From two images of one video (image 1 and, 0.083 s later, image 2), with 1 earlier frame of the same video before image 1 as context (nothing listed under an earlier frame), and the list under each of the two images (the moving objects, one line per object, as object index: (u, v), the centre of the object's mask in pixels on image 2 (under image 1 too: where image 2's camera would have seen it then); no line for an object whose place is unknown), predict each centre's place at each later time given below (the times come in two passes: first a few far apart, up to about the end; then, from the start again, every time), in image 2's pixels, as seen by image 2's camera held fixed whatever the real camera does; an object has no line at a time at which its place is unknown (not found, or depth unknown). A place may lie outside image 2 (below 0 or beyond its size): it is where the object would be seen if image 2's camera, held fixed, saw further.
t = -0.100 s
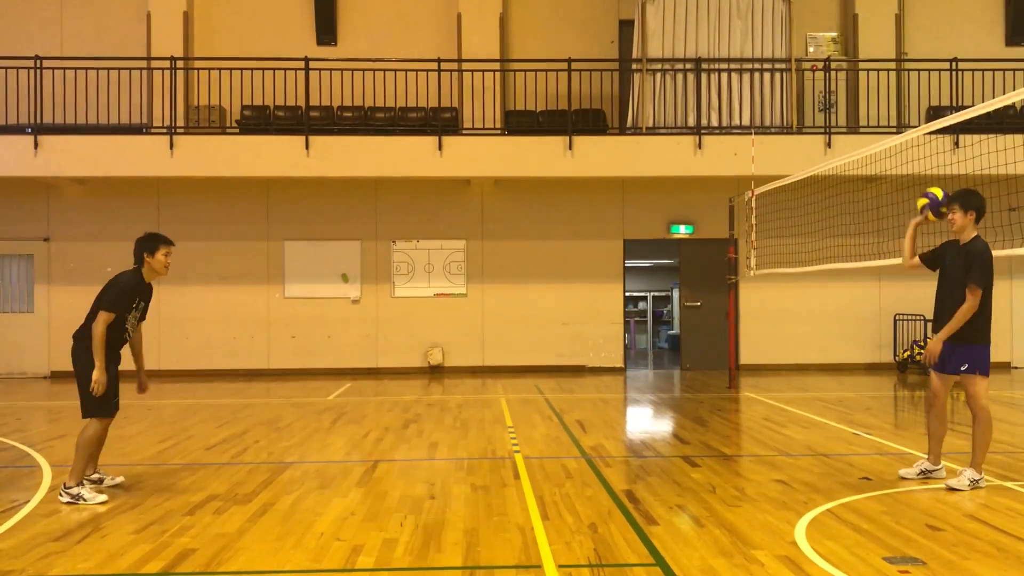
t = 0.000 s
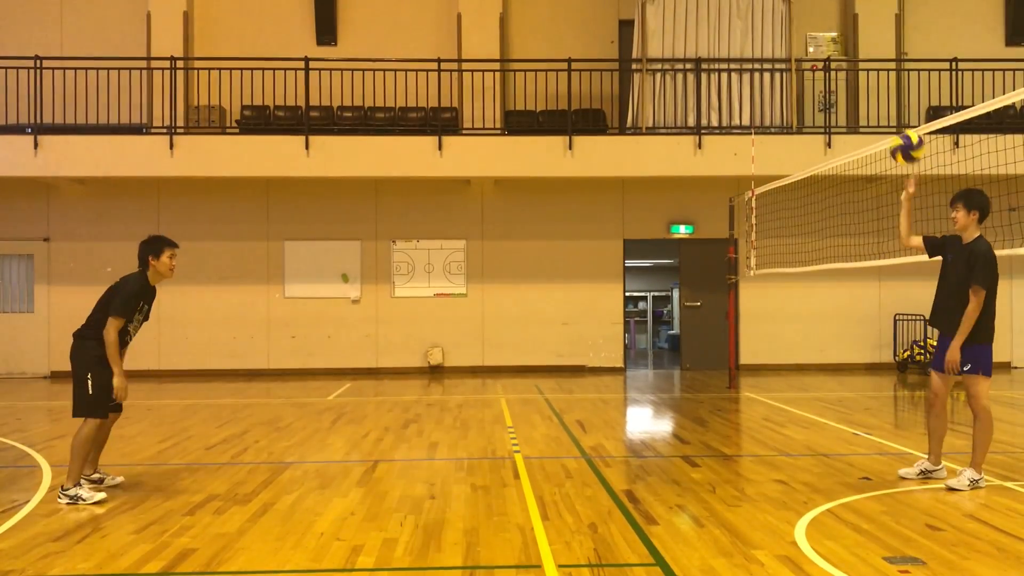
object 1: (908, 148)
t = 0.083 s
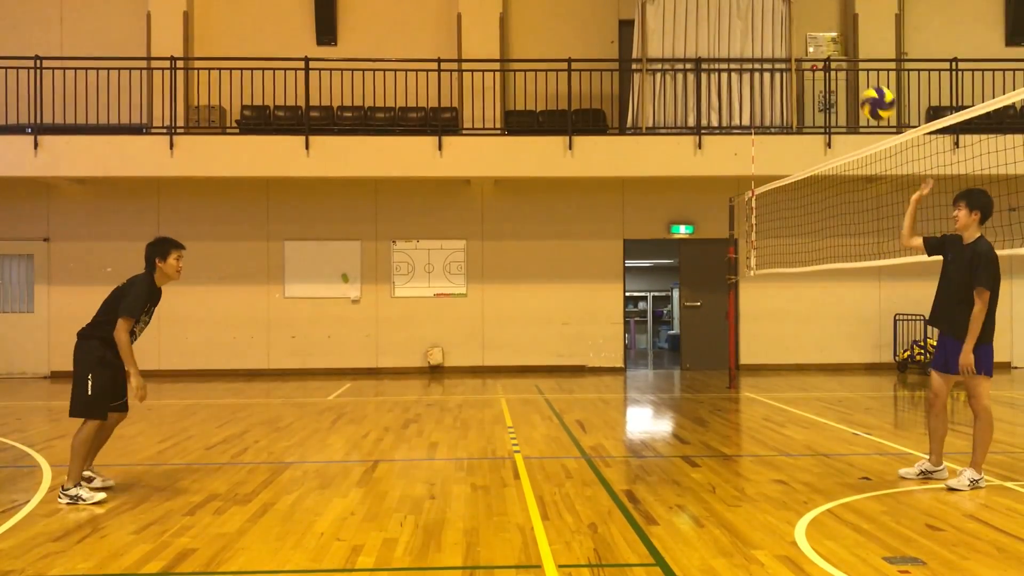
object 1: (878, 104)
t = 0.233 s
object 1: (826, 51)
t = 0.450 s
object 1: (754, 36)
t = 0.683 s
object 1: (679, 95)
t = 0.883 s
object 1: (615, 209)
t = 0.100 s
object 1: (872, 96)
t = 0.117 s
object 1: (866, 89)
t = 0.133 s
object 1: (860, 82)
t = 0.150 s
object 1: (855, 76)
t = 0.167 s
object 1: (849, 71)
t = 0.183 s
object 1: (843, 65)
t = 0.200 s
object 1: (837, 60)
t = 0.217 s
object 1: (832, 55)
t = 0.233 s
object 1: (826, 51)
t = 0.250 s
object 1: (821, 47)
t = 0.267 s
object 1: (815, 45)
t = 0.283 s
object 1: (809, 42)
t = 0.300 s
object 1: (803, 40)
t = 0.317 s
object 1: (798, 38)
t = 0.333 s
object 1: (792, 35)
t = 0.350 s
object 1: (786, 34)
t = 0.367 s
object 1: (781, 33)
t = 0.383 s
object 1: (776, 33)
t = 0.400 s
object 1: (770, 33)
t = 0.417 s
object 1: (764, 34)
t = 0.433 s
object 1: (759, 34)
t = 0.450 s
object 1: (754, 36)
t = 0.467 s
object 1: (748, 37)
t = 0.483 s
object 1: (742, 39)
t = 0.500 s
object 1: (737, 42)
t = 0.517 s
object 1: (732, 45)
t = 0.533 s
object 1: (726, 48)
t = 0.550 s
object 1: (721, 52)
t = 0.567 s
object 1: (716, 56)
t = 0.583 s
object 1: (710, 60)
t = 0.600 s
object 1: (705, 65)
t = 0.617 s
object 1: (699, 70)
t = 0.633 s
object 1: (694, 76)
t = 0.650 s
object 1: (689, 83)
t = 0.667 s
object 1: (684, 88)
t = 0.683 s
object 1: (679, 95)
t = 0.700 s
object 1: (673, 103)
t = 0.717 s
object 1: (667, 111)
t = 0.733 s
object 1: (662, 119)
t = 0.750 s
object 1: (657, 127)
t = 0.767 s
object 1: (652, 136)
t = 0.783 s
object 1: (647, 145)
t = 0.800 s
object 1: (641, 155)
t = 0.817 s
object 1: (636, 165)
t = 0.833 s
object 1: (631, 176)
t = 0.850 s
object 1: (626, 187)
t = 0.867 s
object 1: (621, 198)
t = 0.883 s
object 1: (615, 209)
